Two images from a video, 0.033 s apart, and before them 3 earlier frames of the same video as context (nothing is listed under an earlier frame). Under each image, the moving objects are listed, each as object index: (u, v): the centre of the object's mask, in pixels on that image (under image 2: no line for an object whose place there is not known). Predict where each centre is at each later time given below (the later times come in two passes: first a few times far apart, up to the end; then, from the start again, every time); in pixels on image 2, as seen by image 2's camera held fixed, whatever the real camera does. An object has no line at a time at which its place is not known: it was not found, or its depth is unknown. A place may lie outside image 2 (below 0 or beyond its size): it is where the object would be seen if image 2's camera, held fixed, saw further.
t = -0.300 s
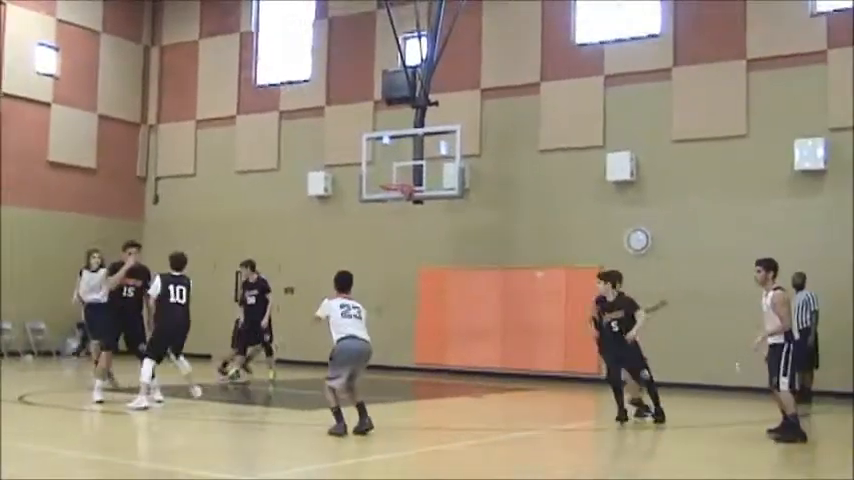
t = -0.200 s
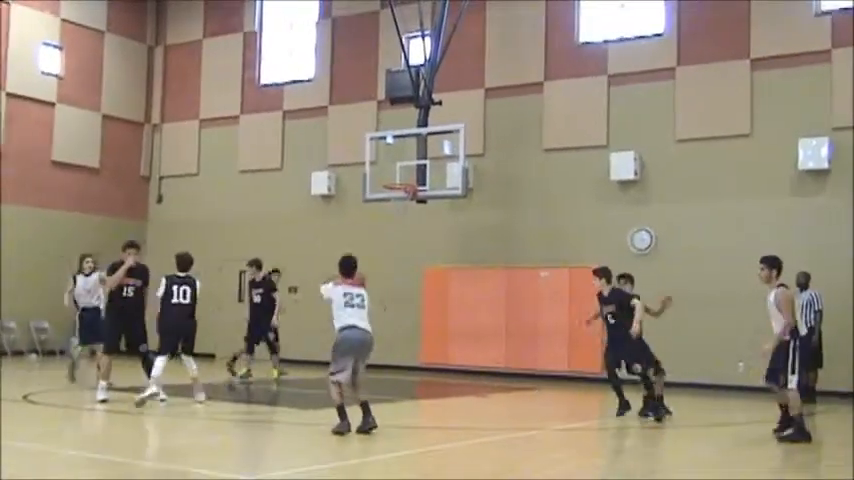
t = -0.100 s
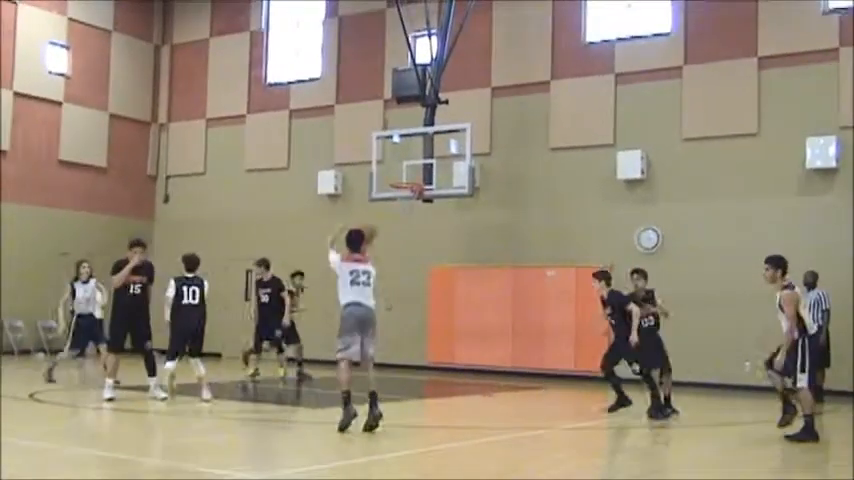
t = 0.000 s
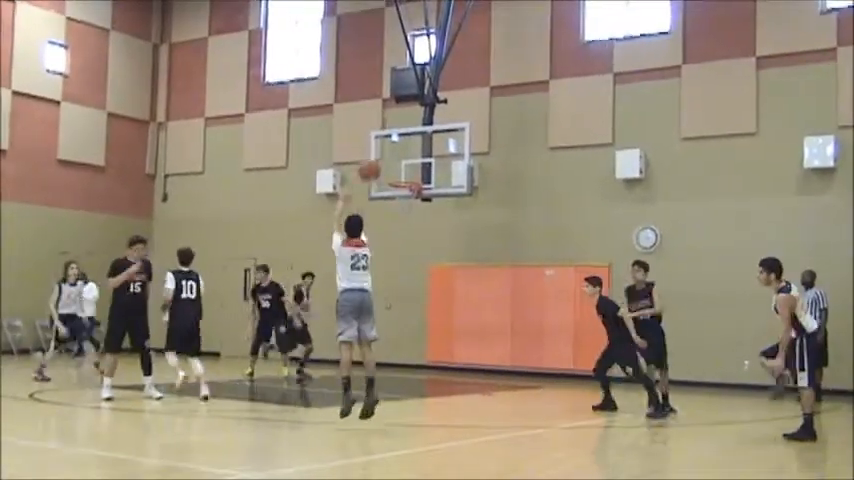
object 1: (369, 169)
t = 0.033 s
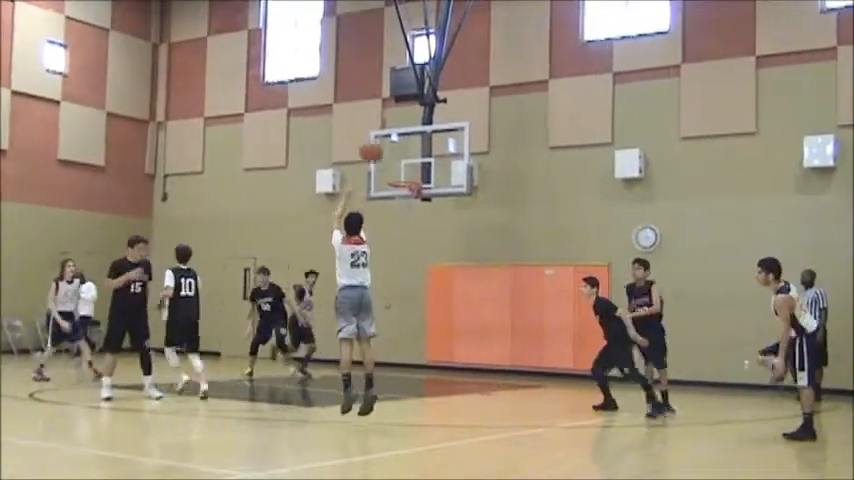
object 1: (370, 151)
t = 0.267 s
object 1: (384, 64)
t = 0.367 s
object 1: (389, 48)
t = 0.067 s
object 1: (372, 135)
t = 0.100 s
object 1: (374, 119)
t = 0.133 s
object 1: (375, 105)
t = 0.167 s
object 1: (375, 93)
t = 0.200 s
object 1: (378, 80)
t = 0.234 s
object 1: (381, 72)
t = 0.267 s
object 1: (384, 64)
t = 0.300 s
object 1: (385, 58)
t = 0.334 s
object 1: (386, 53)
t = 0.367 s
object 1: (389, 48)
